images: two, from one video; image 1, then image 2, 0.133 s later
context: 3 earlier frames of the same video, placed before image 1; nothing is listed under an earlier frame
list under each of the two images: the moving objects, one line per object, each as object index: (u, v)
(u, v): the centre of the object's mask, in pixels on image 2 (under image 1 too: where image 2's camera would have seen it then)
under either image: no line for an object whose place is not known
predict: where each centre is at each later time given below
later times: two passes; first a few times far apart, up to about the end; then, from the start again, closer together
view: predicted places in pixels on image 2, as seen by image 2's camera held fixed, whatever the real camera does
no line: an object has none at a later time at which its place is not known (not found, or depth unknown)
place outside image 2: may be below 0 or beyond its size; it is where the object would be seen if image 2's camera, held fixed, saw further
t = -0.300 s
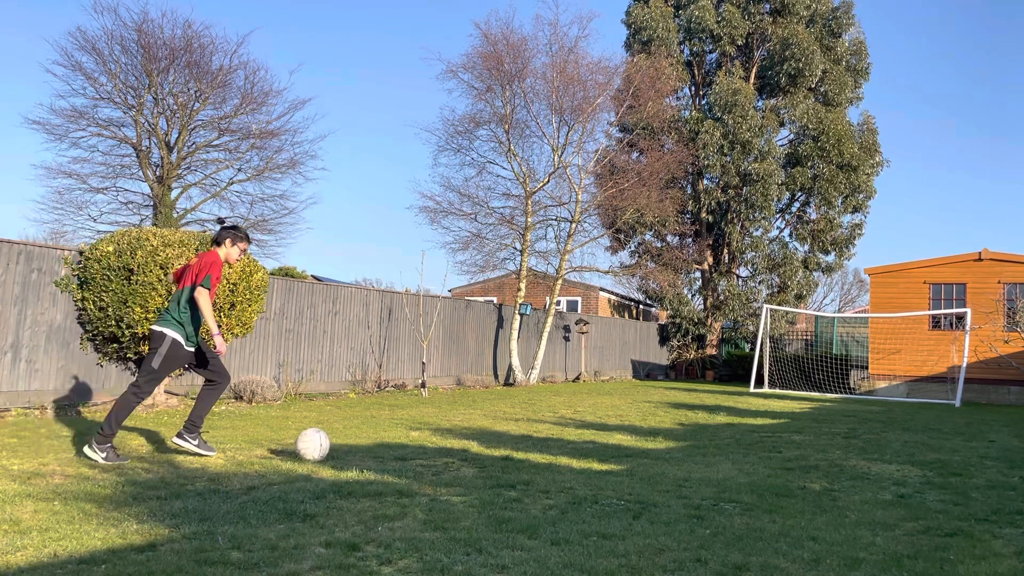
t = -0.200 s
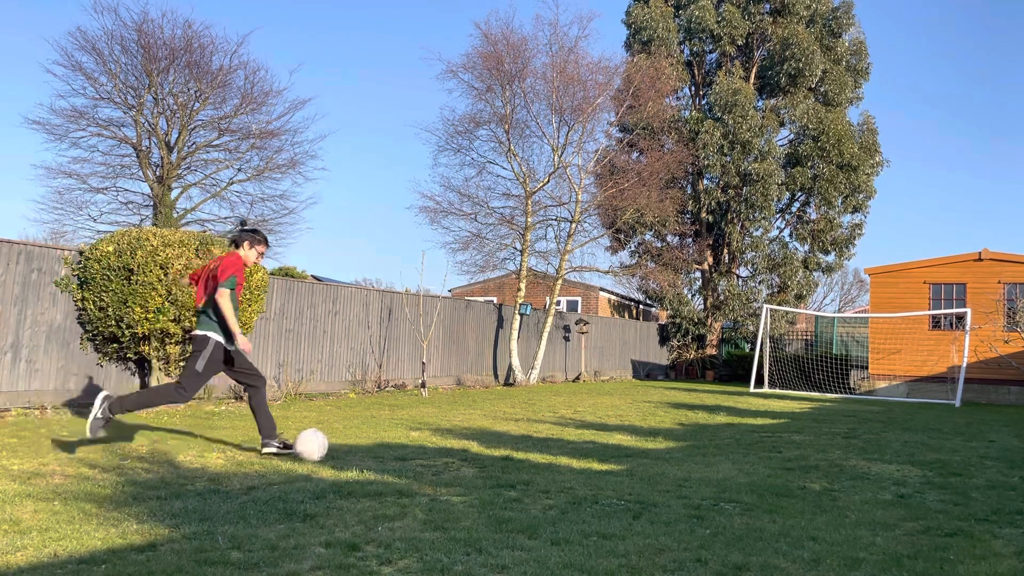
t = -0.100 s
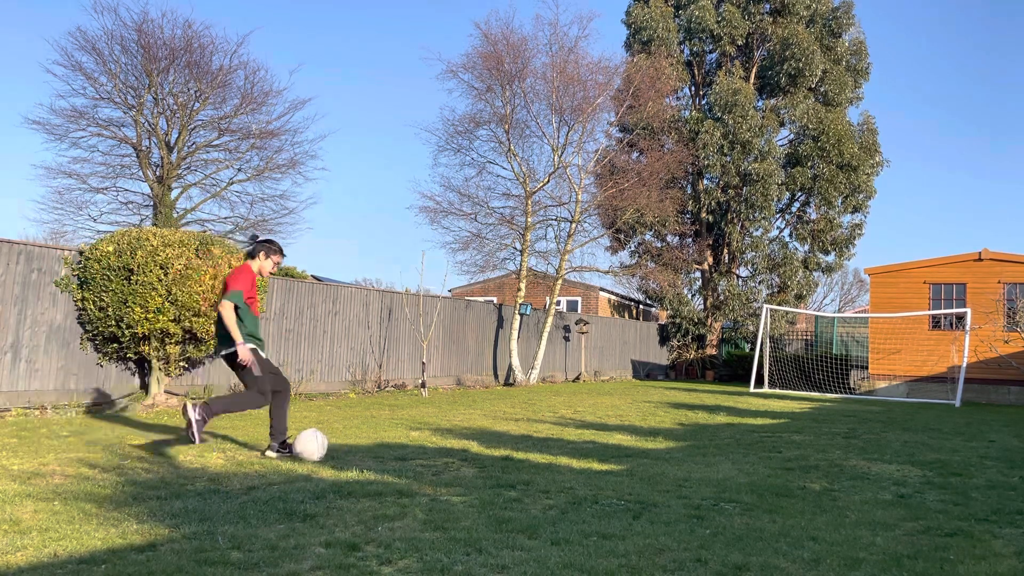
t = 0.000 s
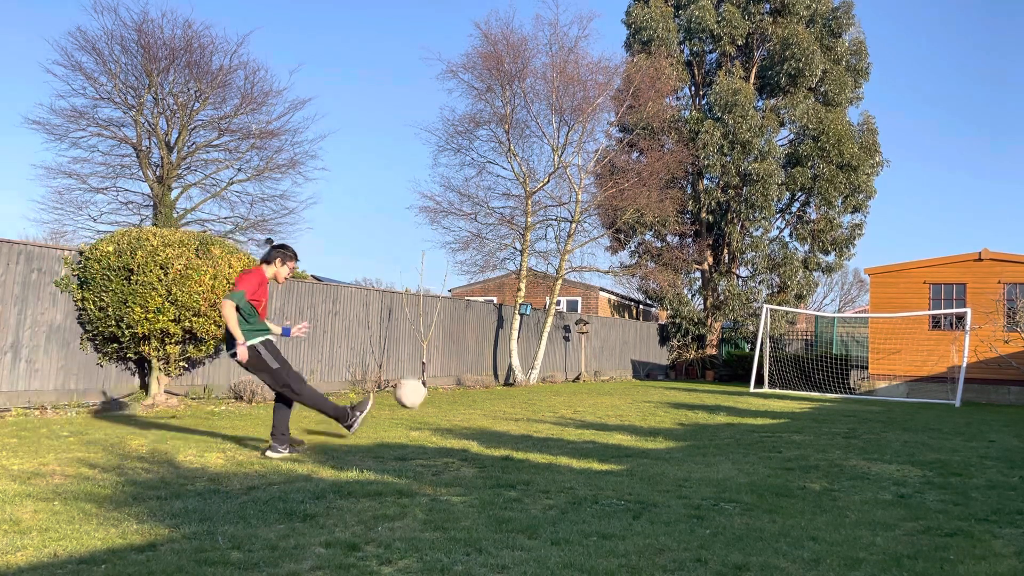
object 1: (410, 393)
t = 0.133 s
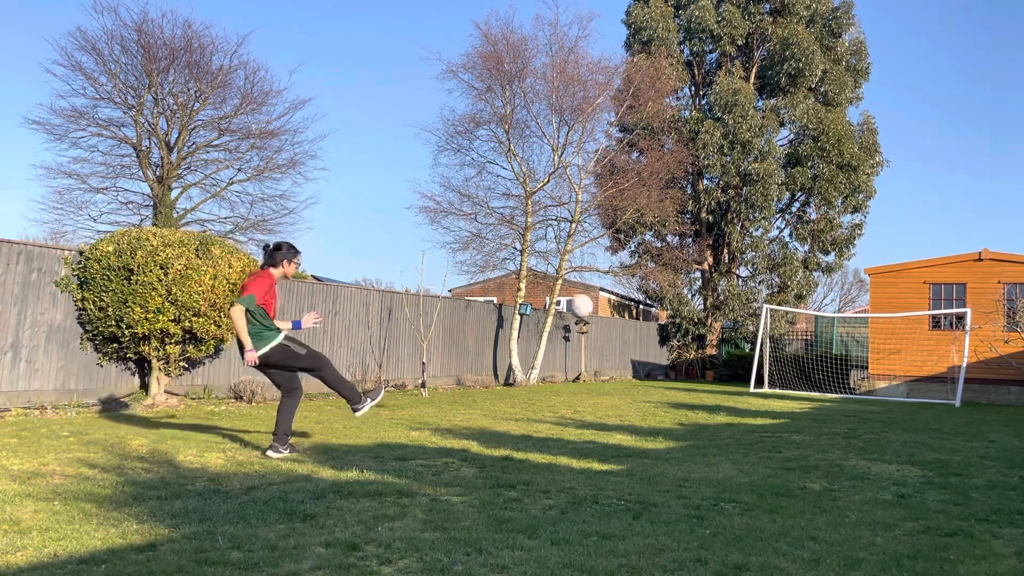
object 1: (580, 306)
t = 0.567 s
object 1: (816, 252)
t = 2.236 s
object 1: (966, 394)
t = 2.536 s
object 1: (976, 398)
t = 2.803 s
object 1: (987, 400)
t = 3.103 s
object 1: (996, 400)
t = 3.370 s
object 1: (1000, 401)
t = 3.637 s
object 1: (1003, 401)
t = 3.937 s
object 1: (1008, 402)
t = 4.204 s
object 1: (1011, 402)
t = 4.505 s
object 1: (1014, 402)
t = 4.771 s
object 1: (1017, 403)
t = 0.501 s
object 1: (797, 248)
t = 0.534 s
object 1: (807, 249)
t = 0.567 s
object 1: (816, 252)
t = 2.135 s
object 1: (963, 395)
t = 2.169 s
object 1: (965, 395)
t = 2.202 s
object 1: (965, 394)
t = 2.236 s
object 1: (966, 394)
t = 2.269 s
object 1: (967, 396)
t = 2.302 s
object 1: (967, 397)
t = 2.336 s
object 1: (968, 396)
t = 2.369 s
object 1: (969, 398)
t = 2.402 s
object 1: (972, 400)
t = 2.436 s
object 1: (972, 398)
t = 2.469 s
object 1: (973, 398)
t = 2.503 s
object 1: (975, 398)
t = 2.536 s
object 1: (976, 398)
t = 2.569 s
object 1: (978, 398)
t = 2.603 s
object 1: (980, 400)
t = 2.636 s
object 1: (981, 400)
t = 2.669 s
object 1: (983, 400)
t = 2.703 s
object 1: (984, 400)
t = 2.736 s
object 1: (985, 400)
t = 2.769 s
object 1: (986, 400)
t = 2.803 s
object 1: (987, 400)
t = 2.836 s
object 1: (989, 401)
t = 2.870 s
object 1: (990, 401)
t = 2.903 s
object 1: (991, 401)
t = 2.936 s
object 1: (992, 401)
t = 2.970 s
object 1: (993, 401)
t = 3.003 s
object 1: (994, 401)
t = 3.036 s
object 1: (995, 400)
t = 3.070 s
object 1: (996, 400)
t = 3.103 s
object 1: (996, 400)
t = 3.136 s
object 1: (997, 400)
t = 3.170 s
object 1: (997, 400)
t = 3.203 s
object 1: (998, 400)
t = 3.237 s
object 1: (998, 401)
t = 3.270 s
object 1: (999, 401)
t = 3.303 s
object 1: (999, 401)
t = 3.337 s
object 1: (1000, 401)
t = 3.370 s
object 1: (1000, 401)
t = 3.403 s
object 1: (1000, 401)
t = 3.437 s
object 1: (1001, 401)
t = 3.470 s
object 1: (1001, 401)
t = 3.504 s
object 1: (1002, 401)
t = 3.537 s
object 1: (1002, 401)
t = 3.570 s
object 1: (1003, 401)
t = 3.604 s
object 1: (1003, 401)
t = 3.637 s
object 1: (1003, 401)
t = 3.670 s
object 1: (1004, 401)
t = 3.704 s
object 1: (1005, 402)
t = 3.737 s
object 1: (1006, 402)
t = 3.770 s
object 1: (1006, 402)
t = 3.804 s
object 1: (1007, 402)
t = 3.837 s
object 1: (1007, 402)
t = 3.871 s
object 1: (1008, 402)
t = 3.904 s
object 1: (1008, 402)
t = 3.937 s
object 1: (1008, 402)
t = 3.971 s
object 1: (1008, 402)
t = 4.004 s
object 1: (1009, 402)
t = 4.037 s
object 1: (1009, 402)
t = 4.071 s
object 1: (1009, 402)
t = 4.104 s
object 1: (1009, 402)
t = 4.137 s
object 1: (1010, 402)
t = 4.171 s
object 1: (1010, 402)
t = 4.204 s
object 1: (1011, 402)
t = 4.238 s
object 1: (1011, 402)
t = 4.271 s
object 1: (1011, 402)
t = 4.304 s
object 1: (1011, 402)
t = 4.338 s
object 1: (1012, 402)
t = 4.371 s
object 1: (1012, 402)
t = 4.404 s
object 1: (1012, 403)
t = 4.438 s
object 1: (1013, 403)
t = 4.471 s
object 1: (1013, 403)
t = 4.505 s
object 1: (1014, 402)
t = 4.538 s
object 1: (1014, 403)
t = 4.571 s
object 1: (1014, 403)
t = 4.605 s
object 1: (1015, 403)
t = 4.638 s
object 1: (1016, 403)
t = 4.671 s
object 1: (1016, 403)
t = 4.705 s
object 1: (1016, 403)
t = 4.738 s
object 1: (1017, 403)
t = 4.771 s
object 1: (1017, 403)
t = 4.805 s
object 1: (1017, 403)
